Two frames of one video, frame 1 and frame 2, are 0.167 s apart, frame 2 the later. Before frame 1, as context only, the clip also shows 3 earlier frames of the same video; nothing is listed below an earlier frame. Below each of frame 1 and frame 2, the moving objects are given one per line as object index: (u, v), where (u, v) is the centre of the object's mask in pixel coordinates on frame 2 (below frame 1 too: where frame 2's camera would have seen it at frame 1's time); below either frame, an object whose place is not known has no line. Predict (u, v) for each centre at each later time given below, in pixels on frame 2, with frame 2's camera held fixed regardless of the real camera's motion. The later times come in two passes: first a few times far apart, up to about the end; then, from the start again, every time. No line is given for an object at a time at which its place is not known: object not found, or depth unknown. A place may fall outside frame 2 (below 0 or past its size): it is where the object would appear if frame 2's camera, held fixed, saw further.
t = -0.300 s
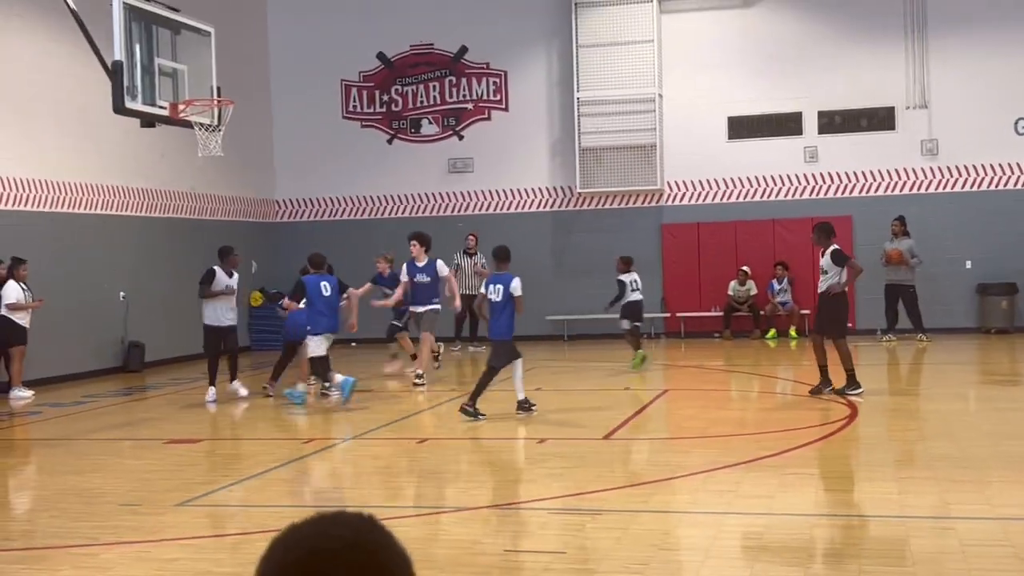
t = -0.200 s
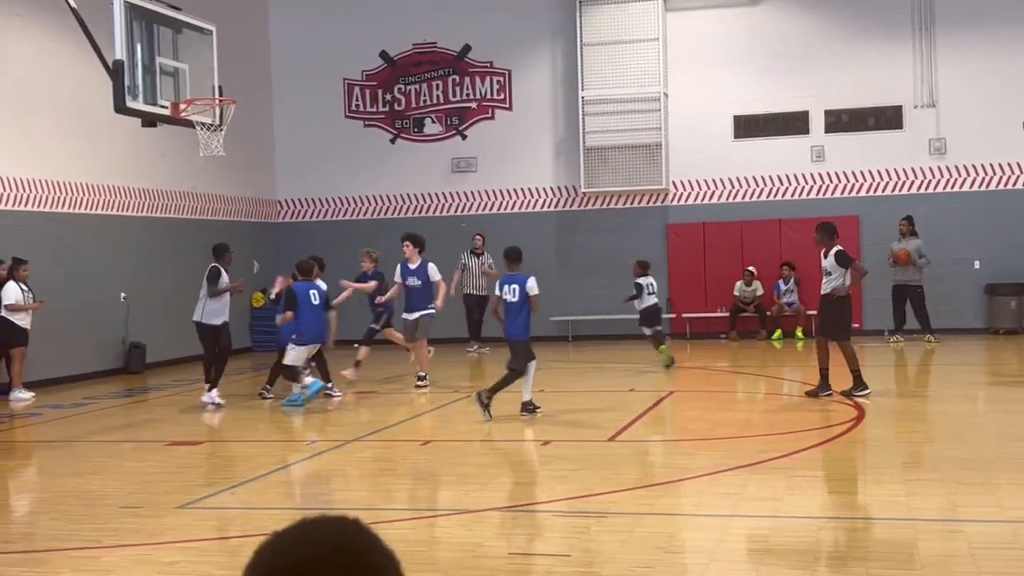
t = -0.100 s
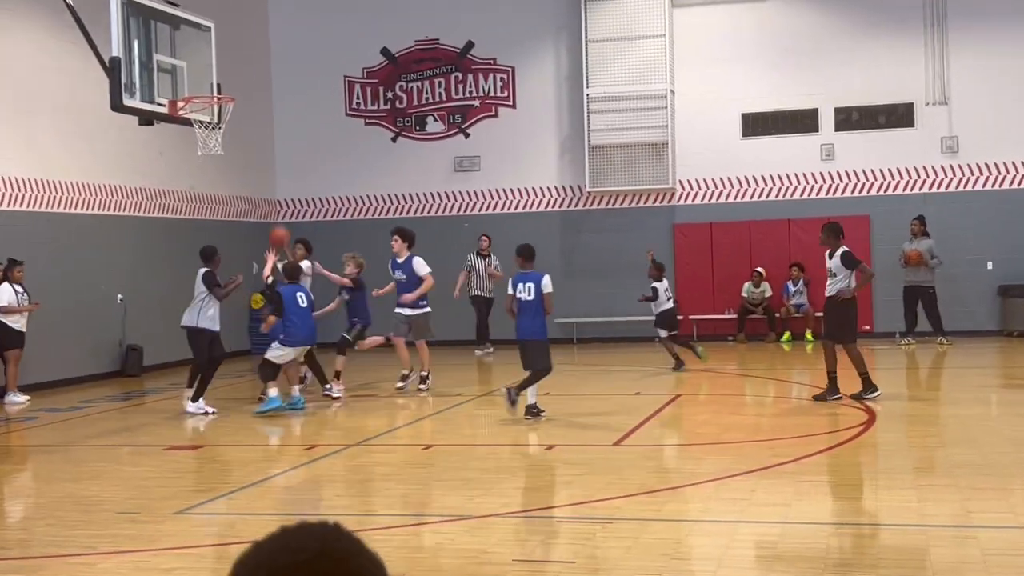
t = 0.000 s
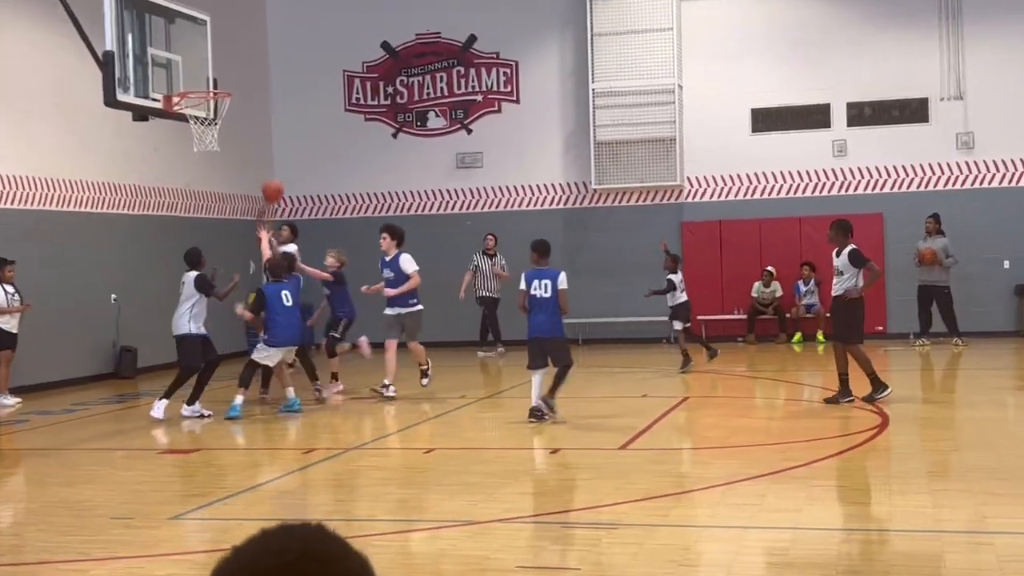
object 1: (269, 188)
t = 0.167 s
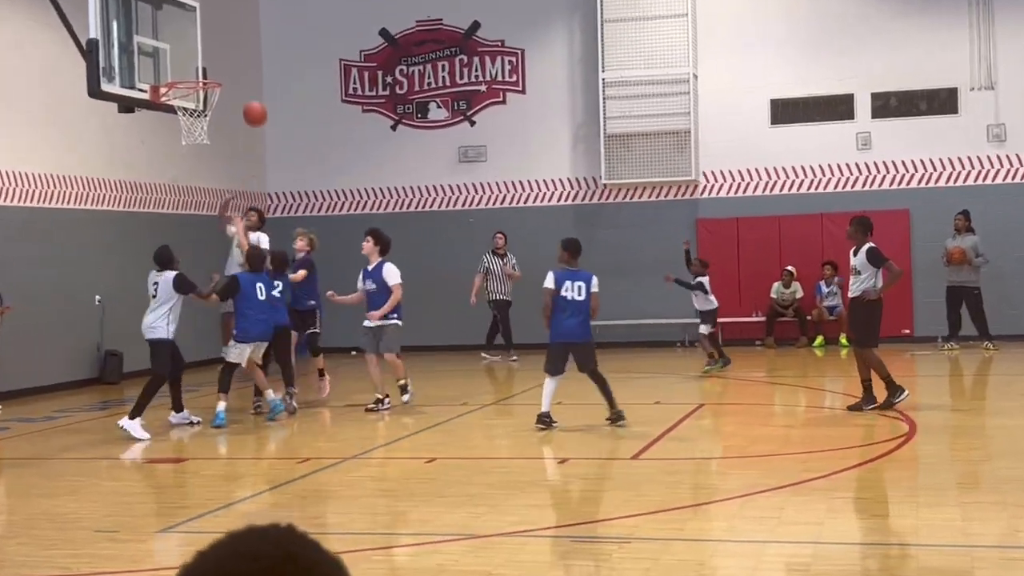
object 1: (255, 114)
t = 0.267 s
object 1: (245, 78)
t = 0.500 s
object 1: (231, 35)
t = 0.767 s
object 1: (217, 55)
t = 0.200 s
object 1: (249, 99)
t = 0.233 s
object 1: (247, 89)
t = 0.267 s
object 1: (245, 78)
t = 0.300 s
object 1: (243, 68)
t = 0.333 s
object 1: (241, 60)
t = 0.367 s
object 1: (239, 53)
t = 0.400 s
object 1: (238, 47)
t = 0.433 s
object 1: (236, 42)
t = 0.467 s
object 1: (234, 38)
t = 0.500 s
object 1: (231, 35)
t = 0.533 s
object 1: (230, 33)
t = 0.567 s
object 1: (228, 33)
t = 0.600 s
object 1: (226, 33)
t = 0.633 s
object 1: (224, 35)
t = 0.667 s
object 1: (222, 38)
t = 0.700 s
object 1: (220, 42)
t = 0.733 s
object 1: (219, 48)
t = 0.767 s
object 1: (217, 55)
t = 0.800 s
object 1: (215, 63)
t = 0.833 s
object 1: (214, 73)
